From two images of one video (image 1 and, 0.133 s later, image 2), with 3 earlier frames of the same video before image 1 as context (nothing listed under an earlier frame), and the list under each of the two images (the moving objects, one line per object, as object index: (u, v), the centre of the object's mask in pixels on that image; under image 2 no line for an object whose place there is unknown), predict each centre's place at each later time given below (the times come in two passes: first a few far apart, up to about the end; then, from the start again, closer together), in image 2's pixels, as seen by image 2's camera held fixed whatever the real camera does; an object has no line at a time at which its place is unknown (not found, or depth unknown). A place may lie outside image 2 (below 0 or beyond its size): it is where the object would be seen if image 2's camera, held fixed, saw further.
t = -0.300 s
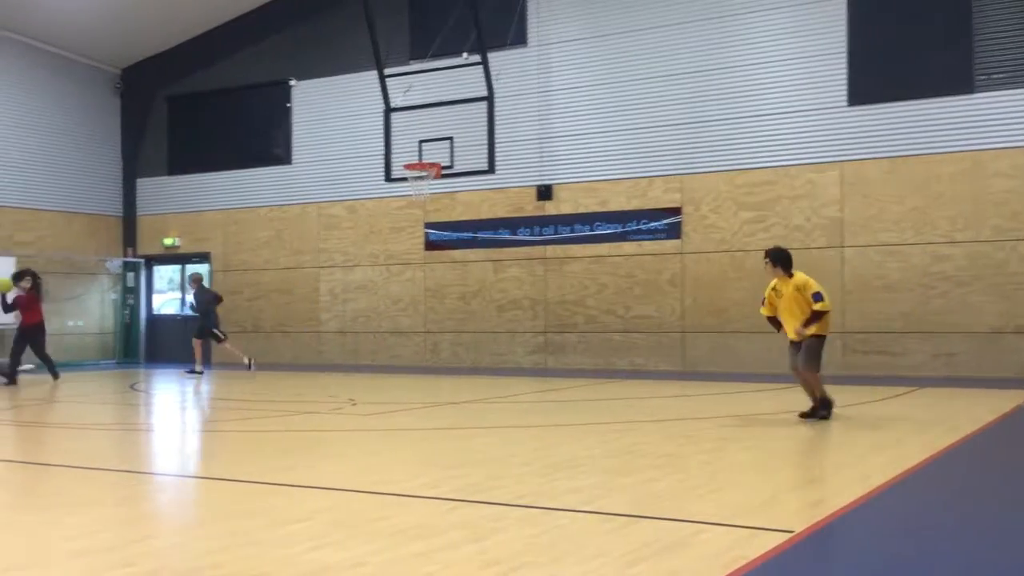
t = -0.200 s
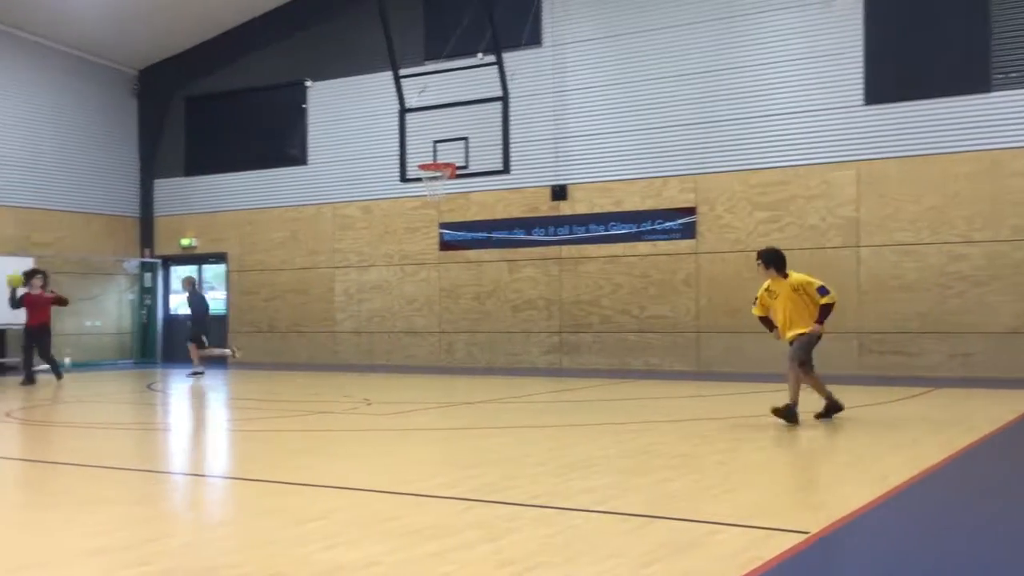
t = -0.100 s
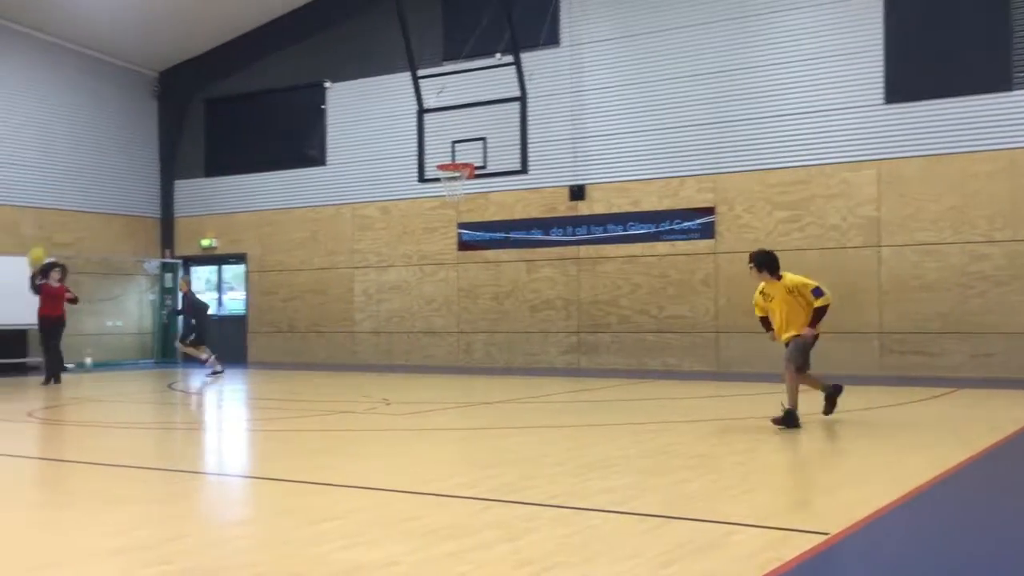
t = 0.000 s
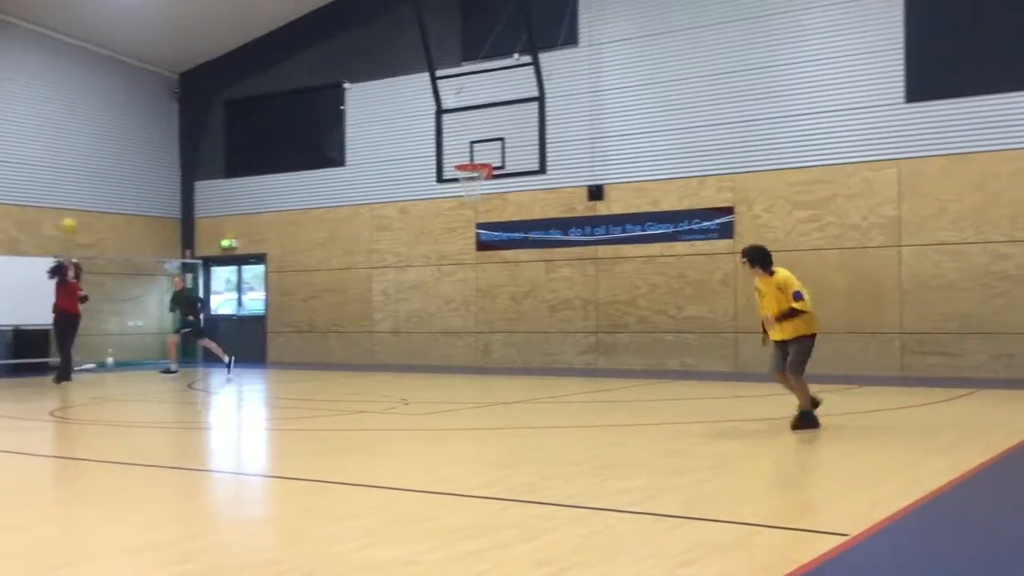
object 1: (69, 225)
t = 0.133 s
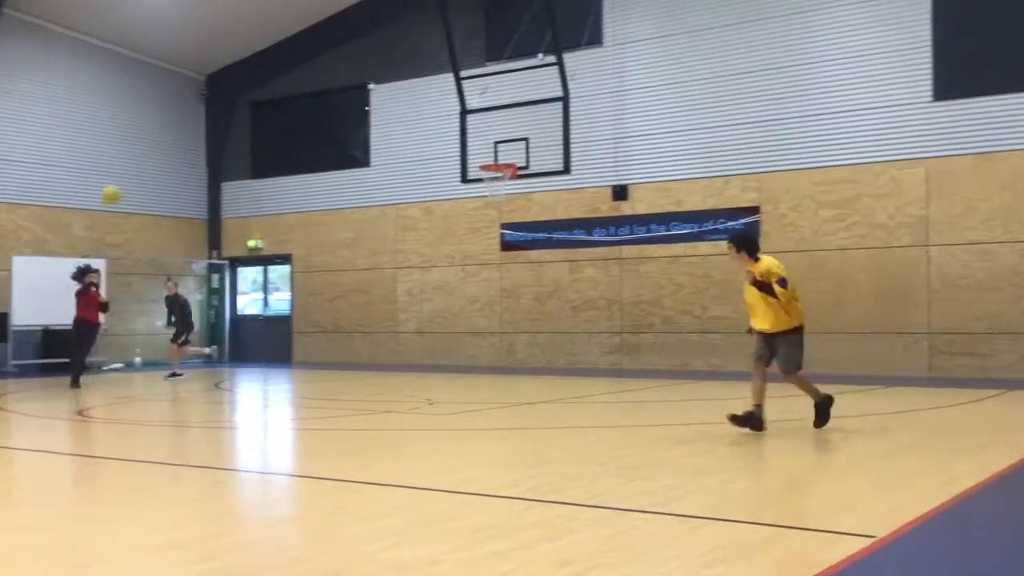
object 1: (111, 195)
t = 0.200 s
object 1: (117, 181)
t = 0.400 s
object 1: (142, 161)
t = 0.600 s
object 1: (170, 176)
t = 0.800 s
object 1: (205, 245)
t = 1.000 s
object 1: (256, 396)
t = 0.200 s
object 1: (117, 181)
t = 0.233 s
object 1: (121, 175)
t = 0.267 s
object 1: (125, 172)
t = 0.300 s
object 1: (129, 168)
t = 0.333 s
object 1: (133, 164)
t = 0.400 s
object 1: (142, 161)
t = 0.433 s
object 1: (146, 161)
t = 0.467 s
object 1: (150, 161)
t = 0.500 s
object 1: (155, 163)
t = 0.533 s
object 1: (160, 166)
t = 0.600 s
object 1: (170, 176)
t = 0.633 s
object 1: (175, 184)
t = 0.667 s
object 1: (180, 192)
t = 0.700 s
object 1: (185, 203)
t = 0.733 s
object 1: (192, 217)
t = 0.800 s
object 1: (205, 245)
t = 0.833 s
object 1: (210, 263)
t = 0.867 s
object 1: (218, 285)
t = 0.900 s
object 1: (225, 309)
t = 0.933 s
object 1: (235, 338)
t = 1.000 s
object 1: (256, 396)
